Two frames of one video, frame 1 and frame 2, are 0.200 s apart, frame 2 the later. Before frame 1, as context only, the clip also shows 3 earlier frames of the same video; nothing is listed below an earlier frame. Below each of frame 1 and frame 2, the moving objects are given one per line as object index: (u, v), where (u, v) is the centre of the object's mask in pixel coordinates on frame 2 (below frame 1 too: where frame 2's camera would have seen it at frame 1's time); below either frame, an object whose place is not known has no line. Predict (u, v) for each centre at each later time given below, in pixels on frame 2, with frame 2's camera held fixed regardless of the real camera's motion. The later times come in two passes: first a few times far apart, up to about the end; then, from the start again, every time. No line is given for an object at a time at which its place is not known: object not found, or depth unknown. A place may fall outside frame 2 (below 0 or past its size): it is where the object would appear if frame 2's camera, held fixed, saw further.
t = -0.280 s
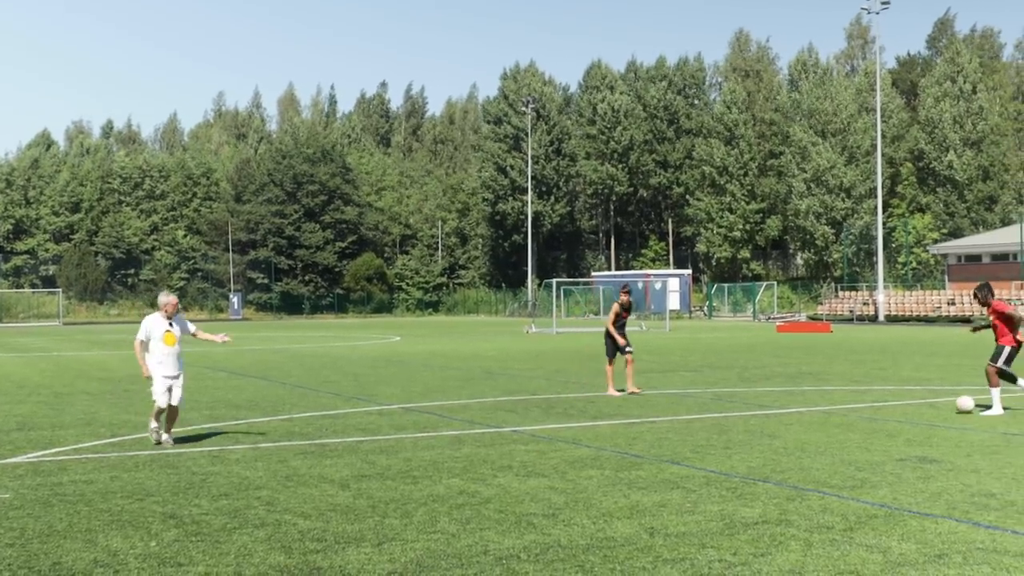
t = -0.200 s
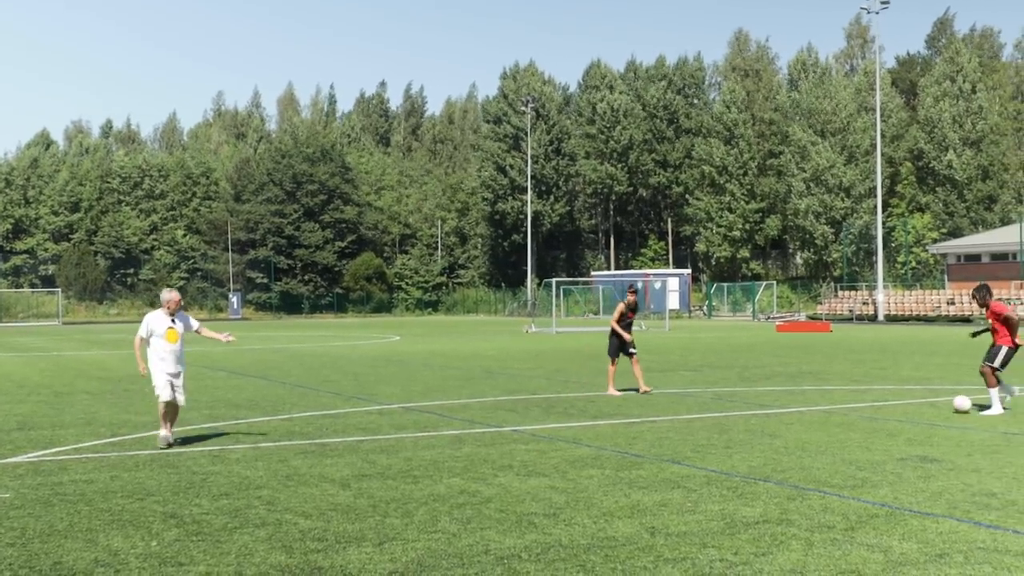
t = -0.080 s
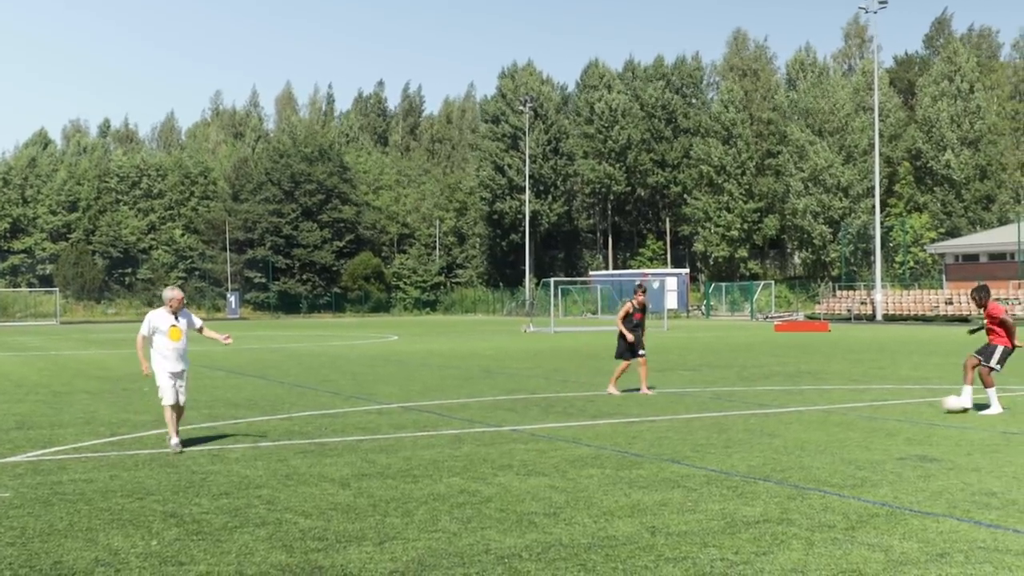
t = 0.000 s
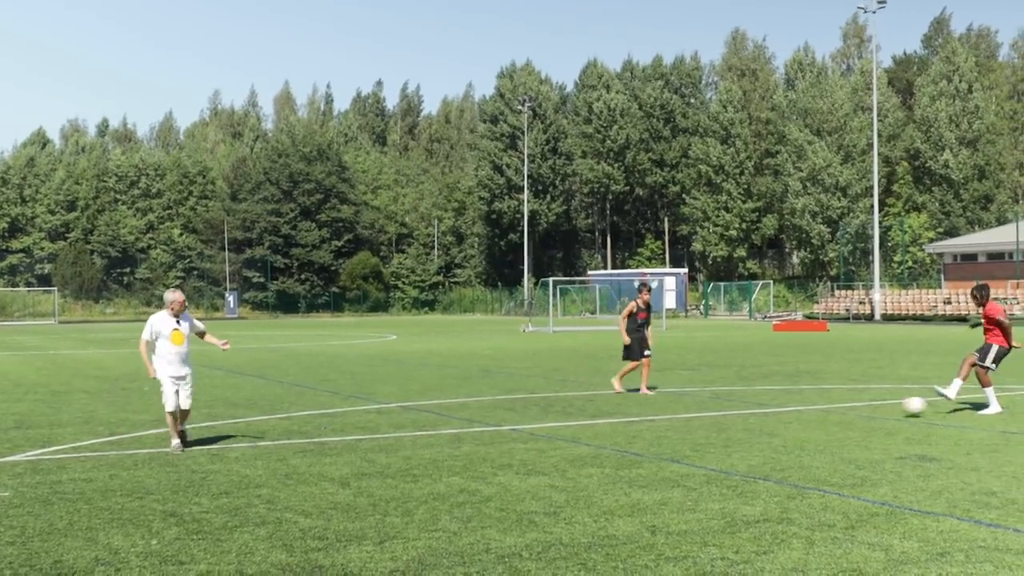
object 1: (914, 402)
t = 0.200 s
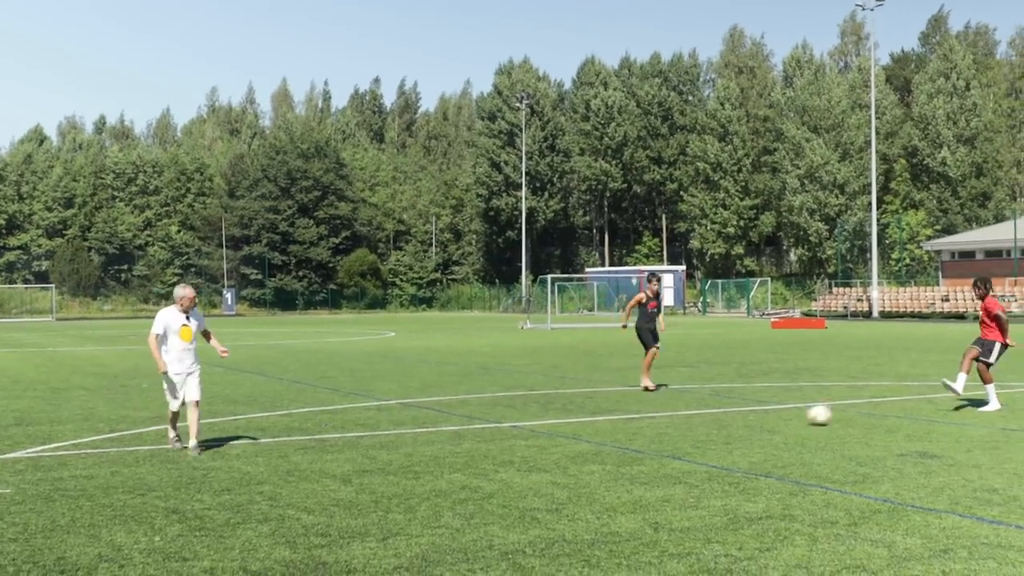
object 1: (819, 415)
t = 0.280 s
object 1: (785, 416)
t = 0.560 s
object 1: (672, 428)
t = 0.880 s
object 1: (538, 444)
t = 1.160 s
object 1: (408, 460)
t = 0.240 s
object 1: (802, 415)
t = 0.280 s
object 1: (785, 416)
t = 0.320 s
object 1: (769, 417)
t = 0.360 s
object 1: (752, 420)
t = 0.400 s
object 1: (734, 424)
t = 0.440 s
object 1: (719, 424)
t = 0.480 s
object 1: (703, 424)
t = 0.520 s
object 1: (688, 425)
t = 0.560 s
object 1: (672, 428)
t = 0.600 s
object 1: (656, 432)
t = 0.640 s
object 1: (640, 432)
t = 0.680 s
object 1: (624, 434)
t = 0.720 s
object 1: (607, 435)
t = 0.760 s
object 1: (591, 439)
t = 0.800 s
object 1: (574, 441)
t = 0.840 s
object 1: (556, 442)
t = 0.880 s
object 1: (538, 444)
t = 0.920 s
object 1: (520, 448)
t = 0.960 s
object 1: (502, 448)
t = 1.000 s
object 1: (483, 450)
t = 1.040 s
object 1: (466, 453)
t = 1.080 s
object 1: (447, 455)
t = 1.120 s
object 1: (427, 457)
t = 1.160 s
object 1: (408, 460)
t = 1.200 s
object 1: (389, 461)
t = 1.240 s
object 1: (369, 464)
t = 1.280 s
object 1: (348, 465)
